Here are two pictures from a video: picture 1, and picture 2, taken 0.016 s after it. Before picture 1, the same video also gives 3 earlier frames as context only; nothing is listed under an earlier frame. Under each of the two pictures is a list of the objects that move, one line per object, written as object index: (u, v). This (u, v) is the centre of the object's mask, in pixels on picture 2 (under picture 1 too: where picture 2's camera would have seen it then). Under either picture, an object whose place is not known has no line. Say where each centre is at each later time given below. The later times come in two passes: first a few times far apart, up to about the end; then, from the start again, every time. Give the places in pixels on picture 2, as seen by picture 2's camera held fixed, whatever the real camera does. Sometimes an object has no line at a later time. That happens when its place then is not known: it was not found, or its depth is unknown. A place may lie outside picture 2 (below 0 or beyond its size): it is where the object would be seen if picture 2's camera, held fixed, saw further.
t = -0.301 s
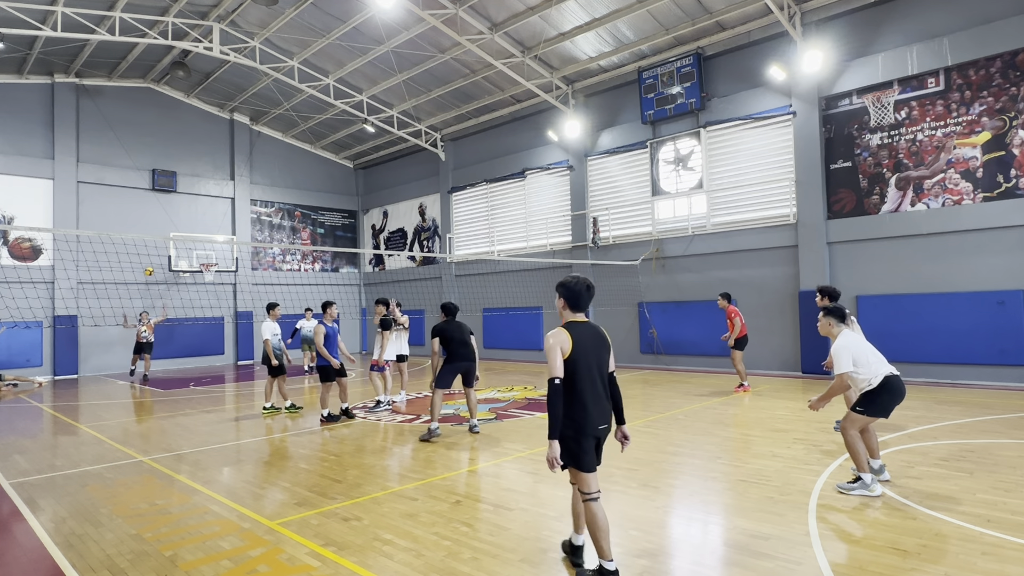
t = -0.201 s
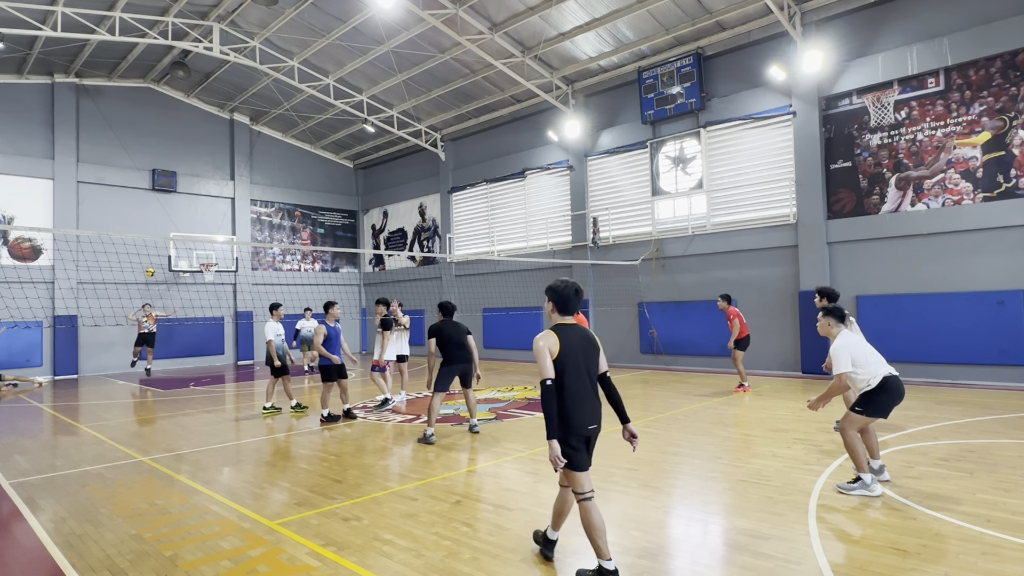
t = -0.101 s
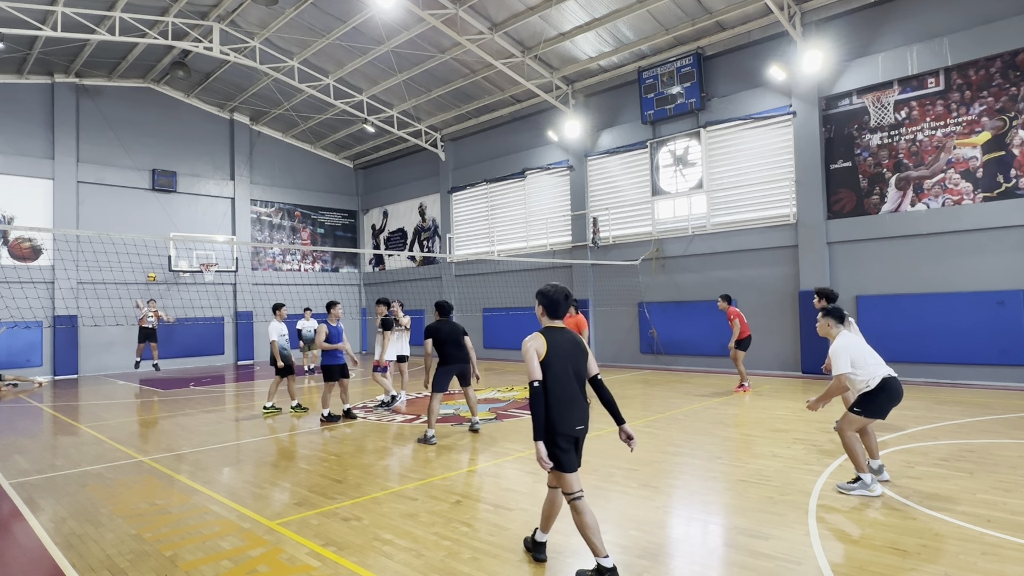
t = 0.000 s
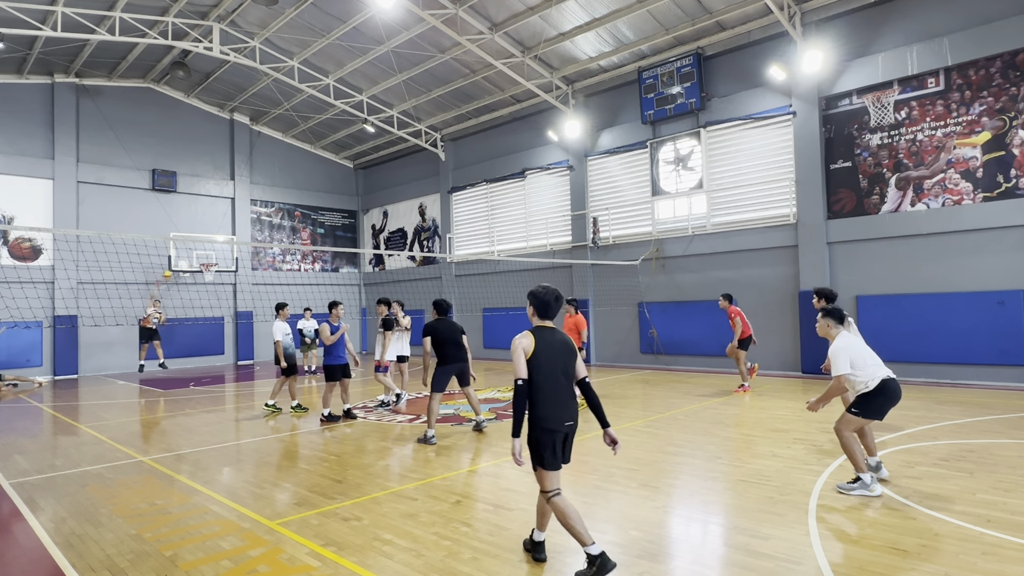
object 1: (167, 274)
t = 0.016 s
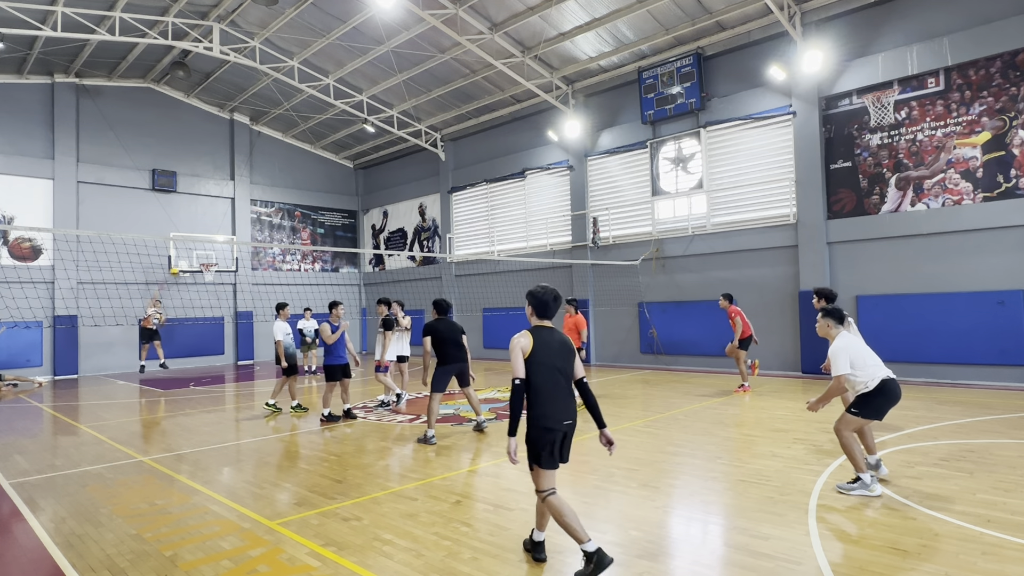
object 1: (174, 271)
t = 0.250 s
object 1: (278, 234)
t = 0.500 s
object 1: (409, 215)
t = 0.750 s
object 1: (568, 225)
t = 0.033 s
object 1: (181, 268)
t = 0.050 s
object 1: (189, 265)
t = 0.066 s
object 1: (196, 262)
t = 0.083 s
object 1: (203, 260)
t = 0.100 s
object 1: (210, 256)
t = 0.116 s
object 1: (217, 253)
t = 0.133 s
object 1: (225, 251)
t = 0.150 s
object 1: (231, 249)
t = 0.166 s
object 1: (239, 247)
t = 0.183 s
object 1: (246, 241)
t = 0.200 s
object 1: (253, 240)
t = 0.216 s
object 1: (261, 239)
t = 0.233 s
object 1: (269, 236)
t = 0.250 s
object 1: (278, 234)
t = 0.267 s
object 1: (286, 232)
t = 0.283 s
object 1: (294, 230)
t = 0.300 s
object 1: (302, 228)
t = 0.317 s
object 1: (312, 226)
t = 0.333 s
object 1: (320, 225)
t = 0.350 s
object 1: (328, 223)
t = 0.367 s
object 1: (337, 222)
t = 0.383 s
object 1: (346, 220)
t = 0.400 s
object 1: (354, 219)
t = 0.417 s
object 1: (363, 218)
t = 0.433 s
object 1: (372, 217)
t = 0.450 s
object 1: (381, 216)
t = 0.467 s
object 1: (391, 216)
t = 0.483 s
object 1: (400, 215)
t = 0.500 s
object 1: (409, 215)
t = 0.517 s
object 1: (419, 214)
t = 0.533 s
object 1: (428, 215)
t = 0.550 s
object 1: (439, 214)
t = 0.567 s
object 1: (448, 215)
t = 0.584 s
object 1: (458, 216)
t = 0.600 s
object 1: (469, 215)
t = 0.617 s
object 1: (479, 216)
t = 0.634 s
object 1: (490, 217)
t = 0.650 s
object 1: (500, 218)
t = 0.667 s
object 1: (511, 218)
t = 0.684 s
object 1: (522, 219)
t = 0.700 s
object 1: (533, 221)
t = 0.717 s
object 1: (544, 222)
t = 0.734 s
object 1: (555, 224)
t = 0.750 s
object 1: (568, 225)
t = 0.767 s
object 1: (578, 227)
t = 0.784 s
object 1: (589, 230)
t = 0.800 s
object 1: (600, 232)
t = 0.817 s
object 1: (613, 236)
